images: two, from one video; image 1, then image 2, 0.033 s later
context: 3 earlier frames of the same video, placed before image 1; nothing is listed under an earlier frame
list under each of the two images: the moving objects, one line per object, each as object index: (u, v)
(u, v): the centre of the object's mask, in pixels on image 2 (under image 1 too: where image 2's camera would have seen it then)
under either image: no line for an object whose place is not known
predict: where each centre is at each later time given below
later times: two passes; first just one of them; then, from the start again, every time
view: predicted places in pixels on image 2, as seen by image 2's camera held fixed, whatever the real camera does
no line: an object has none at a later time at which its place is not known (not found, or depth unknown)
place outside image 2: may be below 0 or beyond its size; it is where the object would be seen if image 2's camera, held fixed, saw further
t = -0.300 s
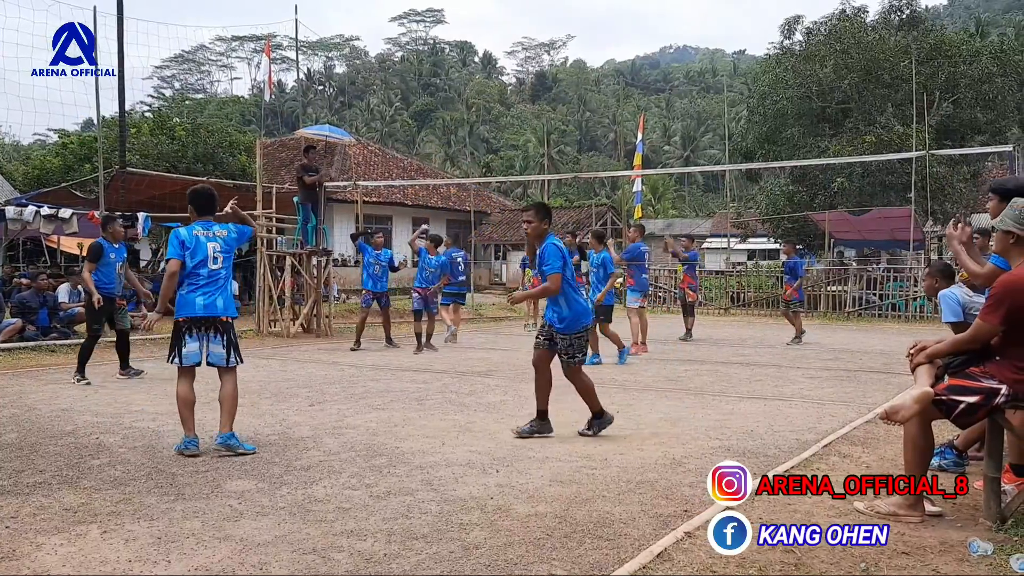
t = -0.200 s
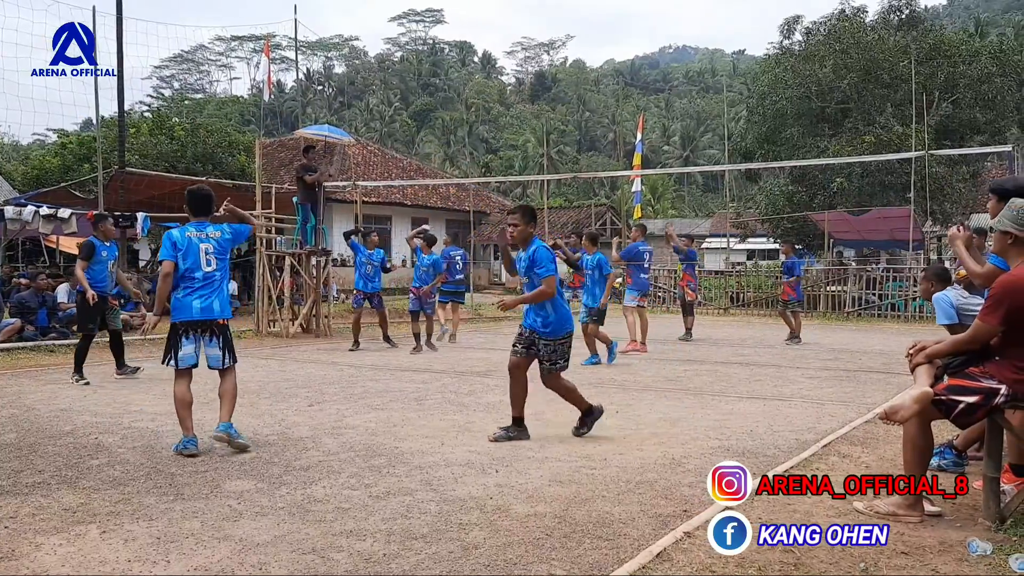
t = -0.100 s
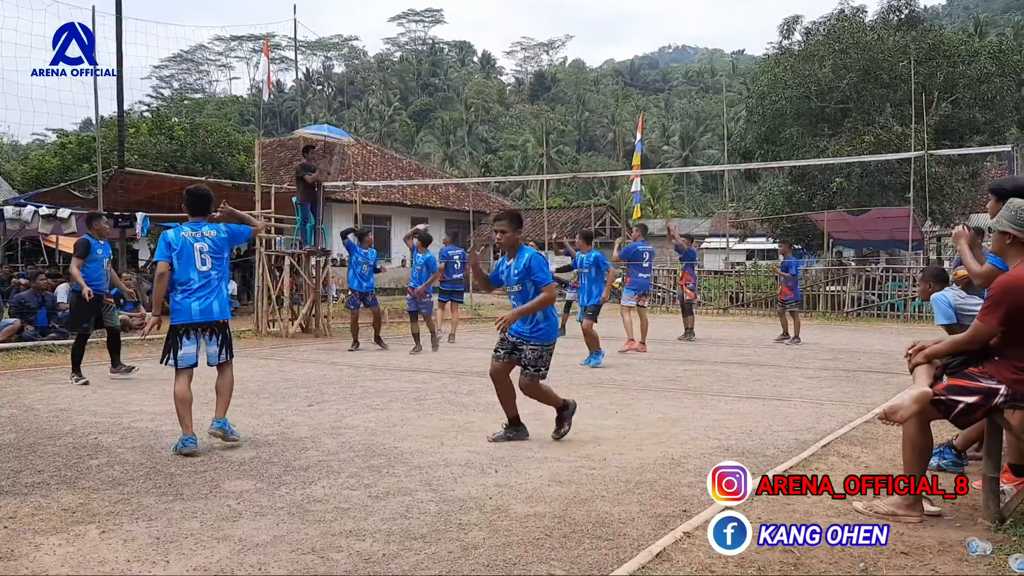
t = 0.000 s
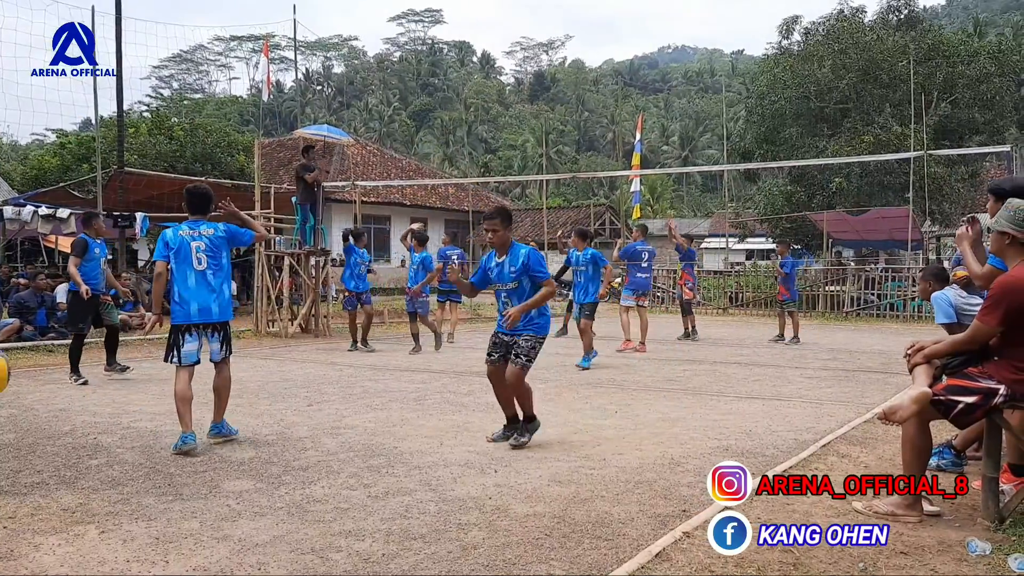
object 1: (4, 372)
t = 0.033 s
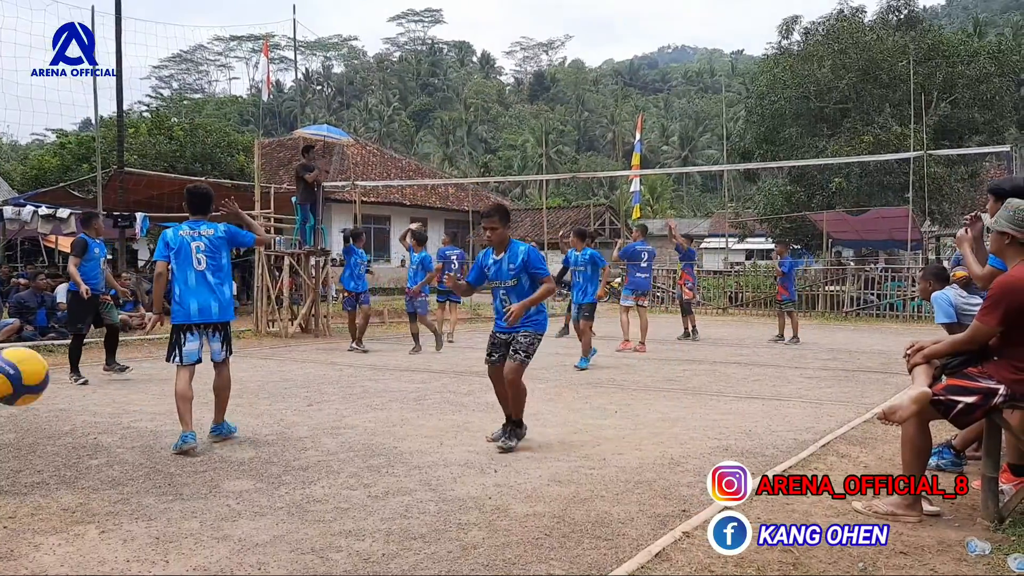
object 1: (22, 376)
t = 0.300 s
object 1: (292, 512)
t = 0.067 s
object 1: (55, 384)
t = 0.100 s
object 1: (91, 396)
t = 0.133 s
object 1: (127, 408)
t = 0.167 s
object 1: (162, 424)
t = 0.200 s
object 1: (197, 443)
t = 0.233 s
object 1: (229, 464)
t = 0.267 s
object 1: (261, 487)
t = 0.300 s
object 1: (292, 512)
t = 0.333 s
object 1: (322, 534)
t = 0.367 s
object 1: (350, 503)
